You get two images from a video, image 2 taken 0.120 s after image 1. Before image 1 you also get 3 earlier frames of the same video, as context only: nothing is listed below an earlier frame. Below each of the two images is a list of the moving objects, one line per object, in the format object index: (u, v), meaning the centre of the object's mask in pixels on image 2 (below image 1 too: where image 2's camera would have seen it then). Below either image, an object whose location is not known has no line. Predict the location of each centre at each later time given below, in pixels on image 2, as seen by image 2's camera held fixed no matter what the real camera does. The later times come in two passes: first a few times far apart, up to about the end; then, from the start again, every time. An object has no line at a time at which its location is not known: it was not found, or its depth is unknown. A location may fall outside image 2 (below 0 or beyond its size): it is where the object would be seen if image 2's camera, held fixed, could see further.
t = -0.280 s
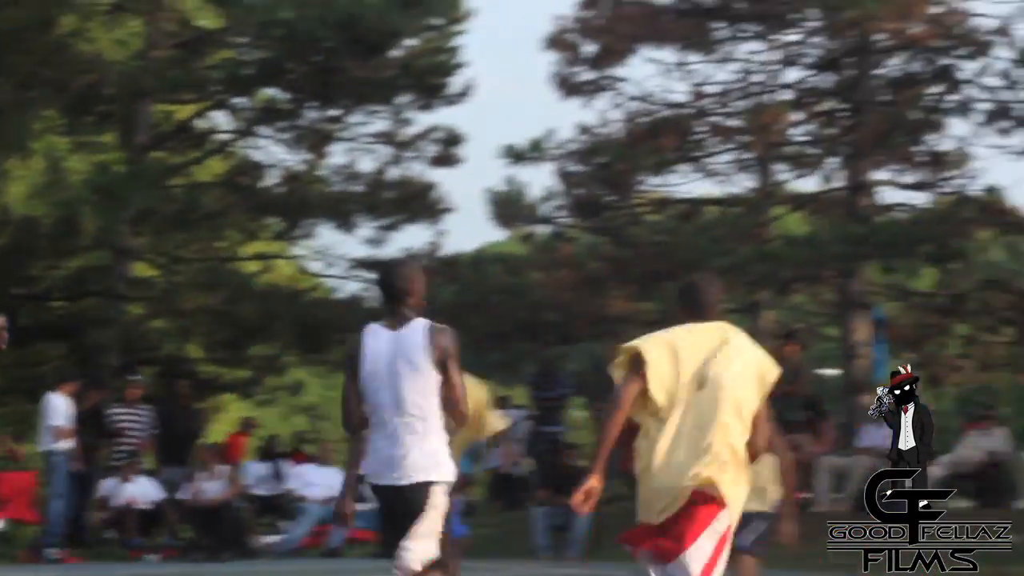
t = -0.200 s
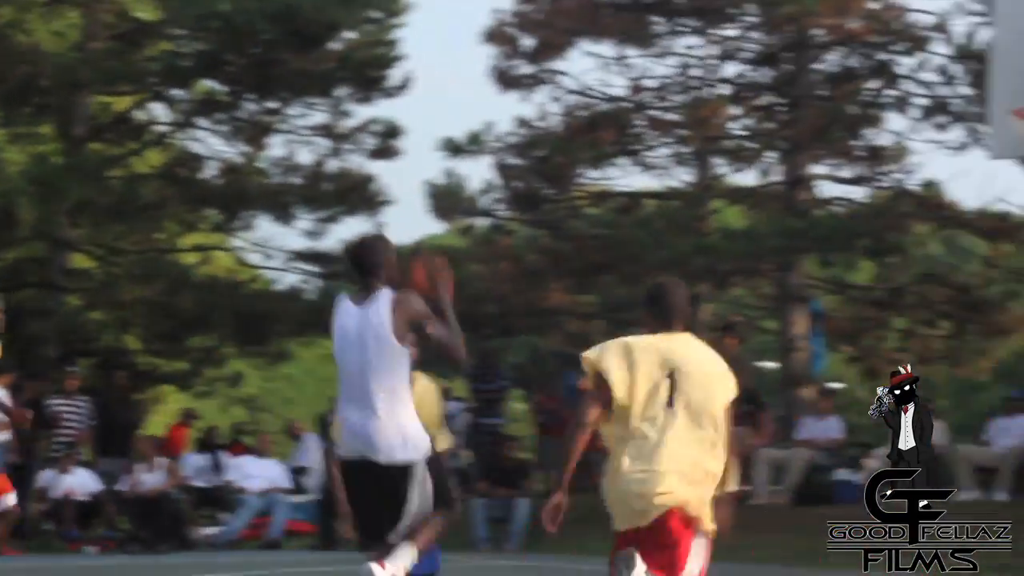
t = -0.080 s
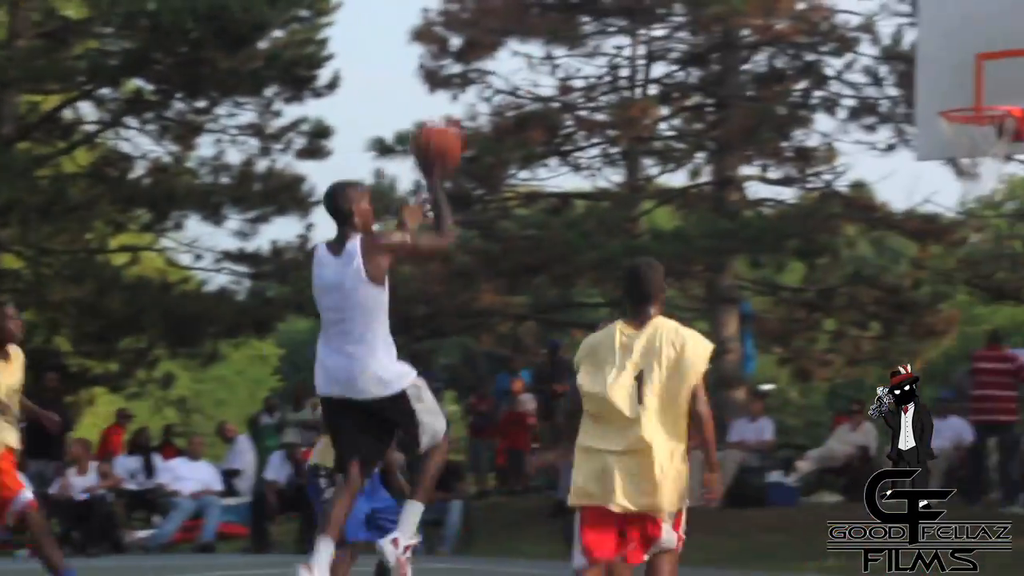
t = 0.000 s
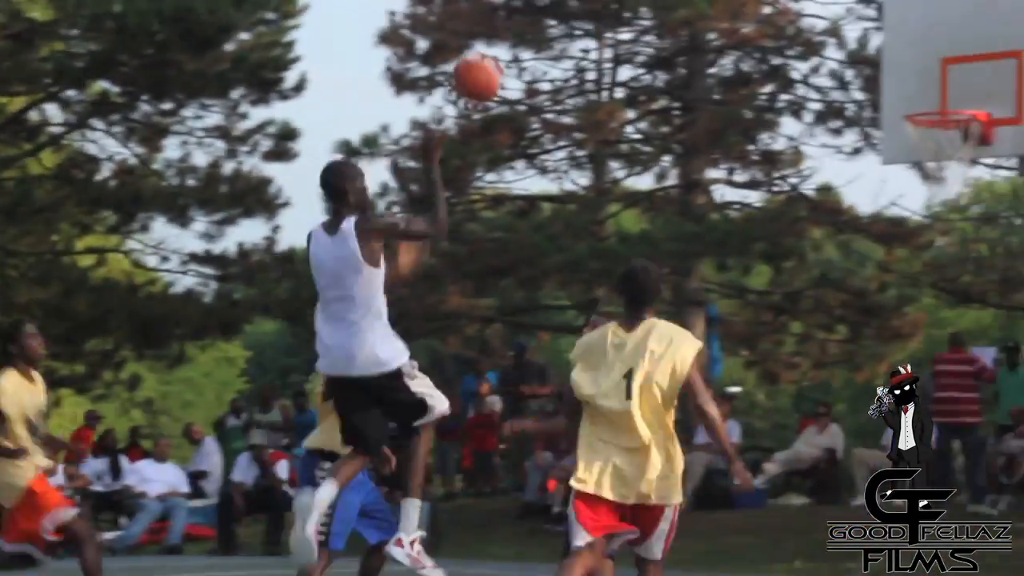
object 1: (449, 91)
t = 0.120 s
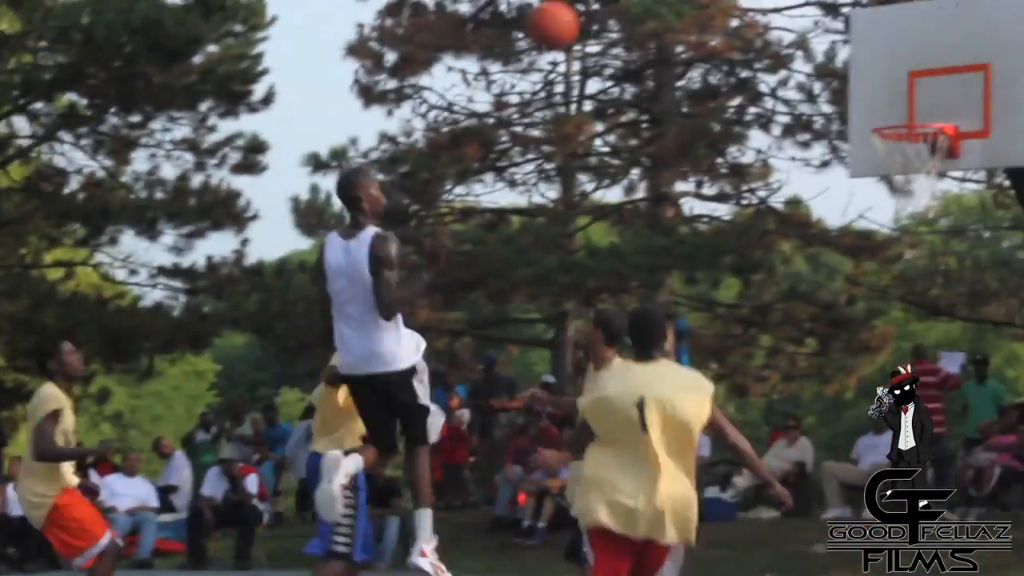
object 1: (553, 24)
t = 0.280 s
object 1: (676, -5)
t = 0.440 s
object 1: (792, 5)
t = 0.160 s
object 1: (586, 12)
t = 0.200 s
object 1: (619, 3)
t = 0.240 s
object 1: (651, -4)
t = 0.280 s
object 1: (676, -5)
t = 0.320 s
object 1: (705, -6)
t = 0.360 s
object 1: (735, -5)
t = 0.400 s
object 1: (763, -2)
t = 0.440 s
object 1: (792, 5)
